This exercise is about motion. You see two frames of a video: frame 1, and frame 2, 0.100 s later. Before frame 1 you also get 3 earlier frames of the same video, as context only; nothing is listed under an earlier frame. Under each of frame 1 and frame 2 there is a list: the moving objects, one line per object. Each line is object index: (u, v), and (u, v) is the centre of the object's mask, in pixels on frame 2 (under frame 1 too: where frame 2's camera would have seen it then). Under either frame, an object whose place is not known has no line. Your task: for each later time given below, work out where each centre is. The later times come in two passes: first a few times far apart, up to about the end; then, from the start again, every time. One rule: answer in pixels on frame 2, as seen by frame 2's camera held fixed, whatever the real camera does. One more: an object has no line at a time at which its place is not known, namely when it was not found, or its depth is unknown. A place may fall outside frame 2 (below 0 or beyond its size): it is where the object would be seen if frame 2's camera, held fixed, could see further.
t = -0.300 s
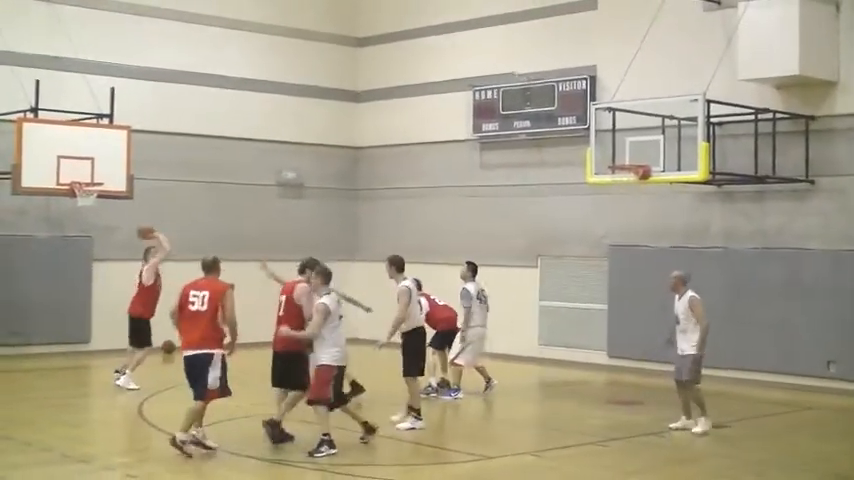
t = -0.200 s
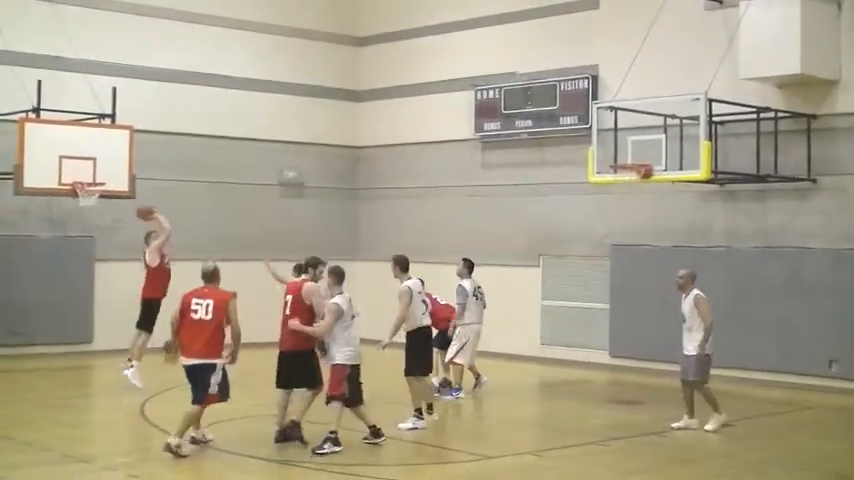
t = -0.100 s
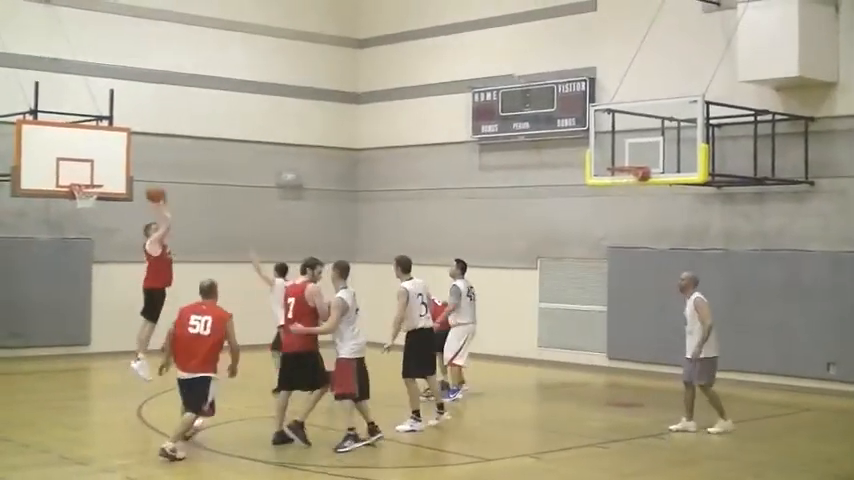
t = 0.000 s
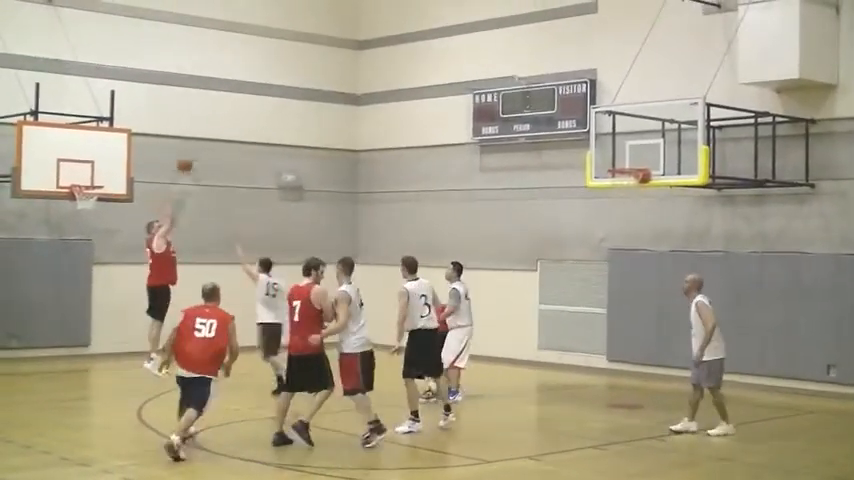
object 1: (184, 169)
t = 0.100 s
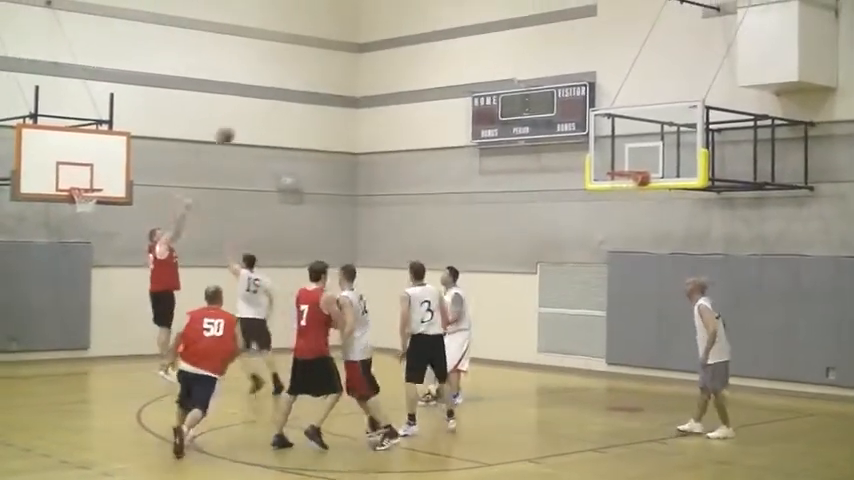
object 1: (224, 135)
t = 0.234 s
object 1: (279, 106)
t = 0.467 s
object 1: (376, 78)
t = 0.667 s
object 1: (458, 87)
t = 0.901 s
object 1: (553, 142)
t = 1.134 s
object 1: (595, 227)
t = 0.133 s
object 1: (238, 126)
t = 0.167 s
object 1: (252, 118)
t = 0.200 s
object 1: (266, 111)
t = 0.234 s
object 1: (279, 106)
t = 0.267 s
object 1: (295, 100)
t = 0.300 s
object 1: (308, 93)
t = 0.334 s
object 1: (321, 88)
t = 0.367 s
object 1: (335, 85)
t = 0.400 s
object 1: (349, 82)
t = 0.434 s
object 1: (362, 79)
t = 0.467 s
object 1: (376, 78)
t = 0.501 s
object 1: (390, 77)
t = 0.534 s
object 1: (403, 77)
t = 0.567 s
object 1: (417, 78)
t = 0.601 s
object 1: (431, 80)
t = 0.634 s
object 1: (443, 84)
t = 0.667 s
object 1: (458, 87)
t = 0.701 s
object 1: (471, 94)
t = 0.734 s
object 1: (483, 99)
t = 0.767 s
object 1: (497, 103)
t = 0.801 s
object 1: (512, 115)
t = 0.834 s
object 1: (525, 118)
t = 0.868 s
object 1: (539, 131)
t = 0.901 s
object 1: (553, 142)
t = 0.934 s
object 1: (566, 150)
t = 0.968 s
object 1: (579, 160)
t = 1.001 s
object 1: (594, 171)
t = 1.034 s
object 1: (599, 183)
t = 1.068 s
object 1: (597, 198)
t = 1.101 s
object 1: (596, 211)
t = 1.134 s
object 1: (595, 227)
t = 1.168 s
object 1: (594, 242)
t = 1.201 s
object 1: (593, 260)
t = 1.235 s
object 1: (591, 278)
